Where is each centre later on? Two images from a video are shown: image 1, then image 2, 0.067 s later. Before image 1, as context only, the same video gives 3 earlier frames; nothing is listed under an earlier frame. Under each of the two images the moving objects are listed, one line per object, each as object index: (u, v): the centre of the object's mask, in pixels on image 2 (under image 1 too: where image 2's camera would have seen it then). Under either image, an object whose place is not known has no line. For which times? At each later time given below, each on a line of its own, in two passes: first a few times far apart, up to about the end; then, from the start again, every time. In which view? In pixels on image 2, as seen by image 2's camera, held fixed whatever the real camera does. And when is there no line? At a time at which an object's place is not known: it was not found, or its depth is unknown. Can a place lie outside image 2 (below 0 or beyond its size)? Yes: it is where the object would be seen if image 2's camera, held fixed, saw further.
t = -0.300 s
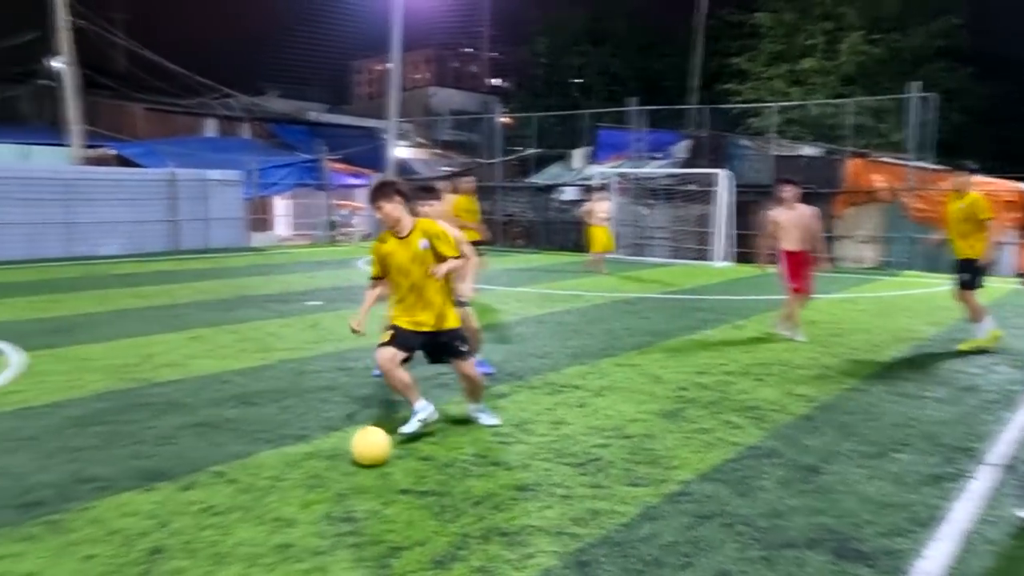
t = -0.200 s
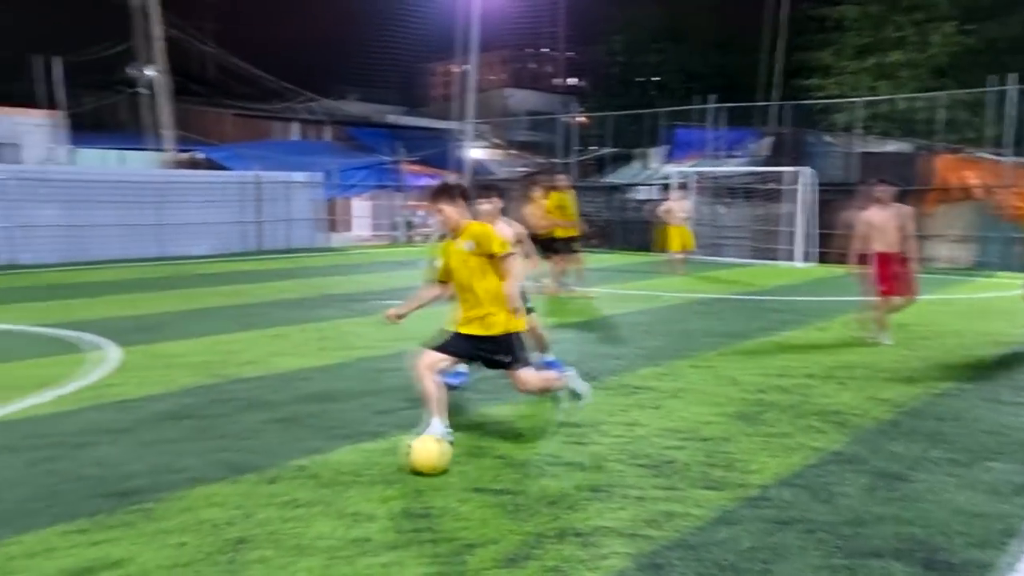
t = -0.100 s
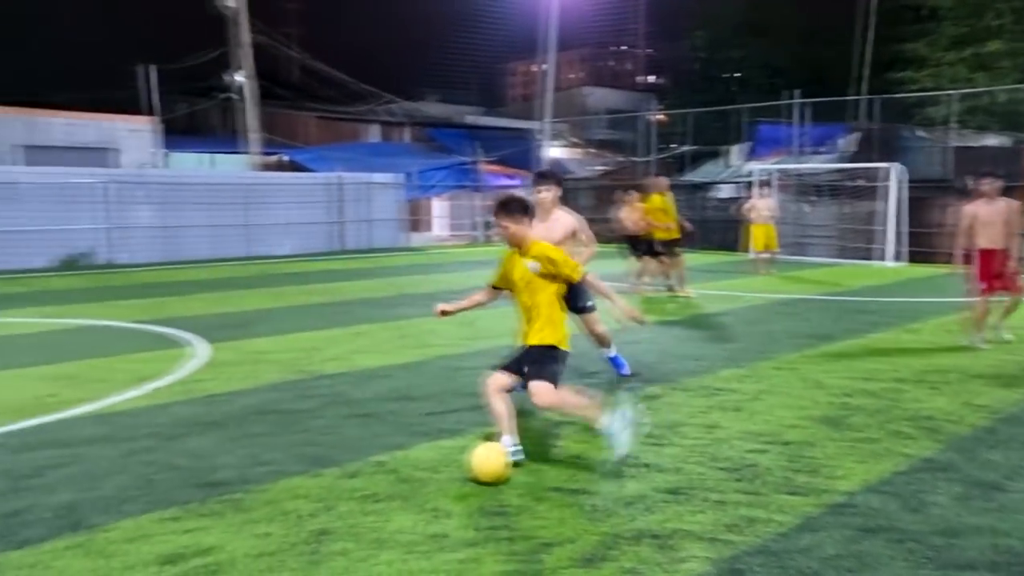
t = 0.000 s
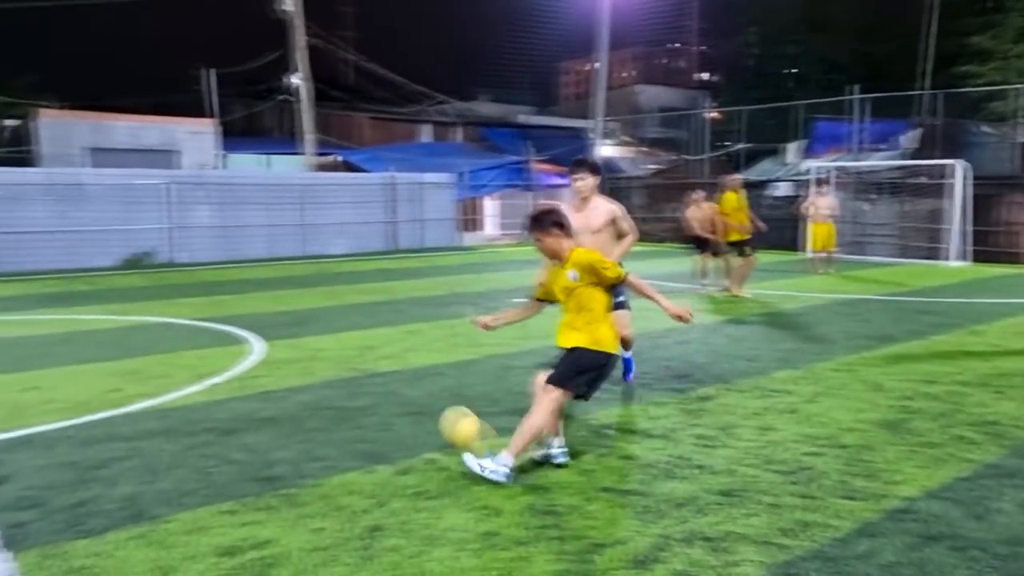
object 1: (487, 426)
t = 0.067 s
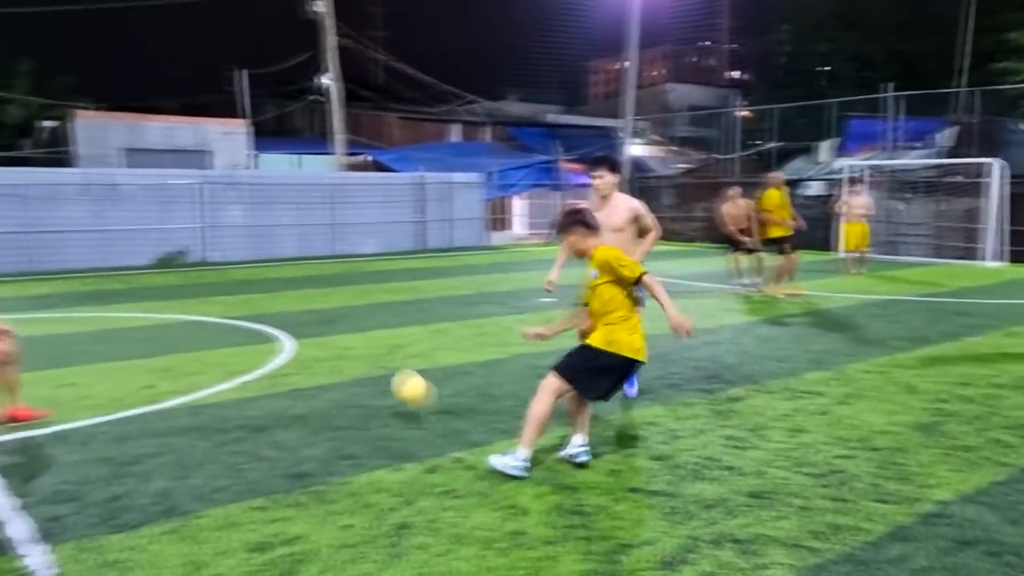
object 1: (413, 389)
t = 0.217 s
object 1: (293, 344)
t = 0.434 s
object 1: (204, 316)
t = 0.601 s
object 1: (166, 304)
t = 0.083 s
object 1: (396, 382)
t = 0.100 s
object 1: (379, 374)
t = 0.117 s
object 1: (362, 368)
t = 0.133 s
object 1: (349, 362)
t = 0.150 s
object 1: (336, 357)
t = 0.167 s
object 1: (324, 353)
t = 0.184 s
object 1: (313, 349)
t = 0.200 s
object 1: (303, 347)
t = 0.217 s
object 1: (293, 344)
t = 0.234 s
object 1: (282, 342)
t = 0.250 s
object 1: (273, 340)
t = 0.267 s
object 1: (265, 339)
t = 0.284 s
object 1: (256, 338)
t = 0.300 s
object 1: (248, 338)
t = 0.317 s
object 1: (241, 338)
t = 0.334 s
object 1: (234, 337)
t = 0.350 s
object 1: (229, 333)
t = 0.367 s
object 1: (224, 330)
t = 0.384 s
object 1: (218, 325)
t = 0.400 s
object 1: (214, 321)
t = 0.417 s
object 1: (208, 319)
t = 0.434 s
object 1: (204, 316)
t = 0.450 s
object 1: (199, 313)
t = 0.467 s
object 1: (195, 311)
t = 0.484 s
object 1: (191, 309)
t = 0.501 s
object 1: (186, 307)
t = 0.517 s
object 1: (183, 306)
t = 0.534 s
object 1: (179, 305)
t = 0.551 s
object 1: (176, 305)
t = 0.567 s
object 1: (173, 305)
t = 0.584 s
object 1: (169, 304)
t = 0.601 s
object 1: (166, 304)
